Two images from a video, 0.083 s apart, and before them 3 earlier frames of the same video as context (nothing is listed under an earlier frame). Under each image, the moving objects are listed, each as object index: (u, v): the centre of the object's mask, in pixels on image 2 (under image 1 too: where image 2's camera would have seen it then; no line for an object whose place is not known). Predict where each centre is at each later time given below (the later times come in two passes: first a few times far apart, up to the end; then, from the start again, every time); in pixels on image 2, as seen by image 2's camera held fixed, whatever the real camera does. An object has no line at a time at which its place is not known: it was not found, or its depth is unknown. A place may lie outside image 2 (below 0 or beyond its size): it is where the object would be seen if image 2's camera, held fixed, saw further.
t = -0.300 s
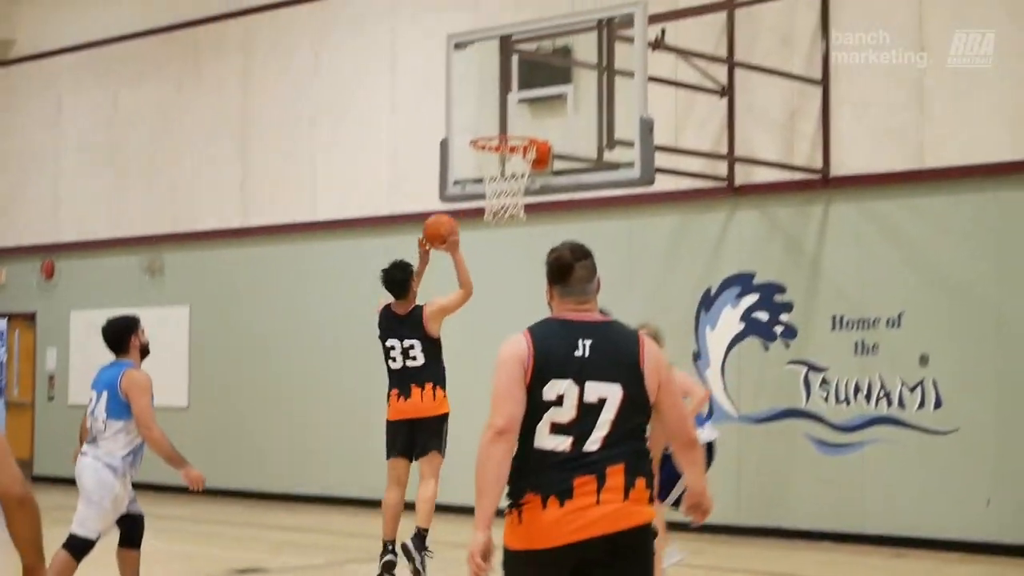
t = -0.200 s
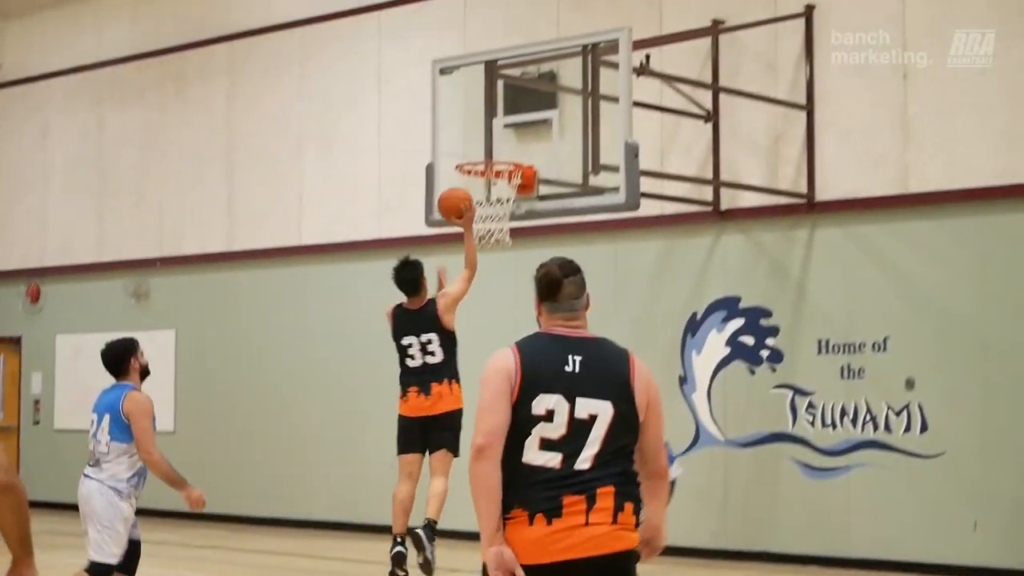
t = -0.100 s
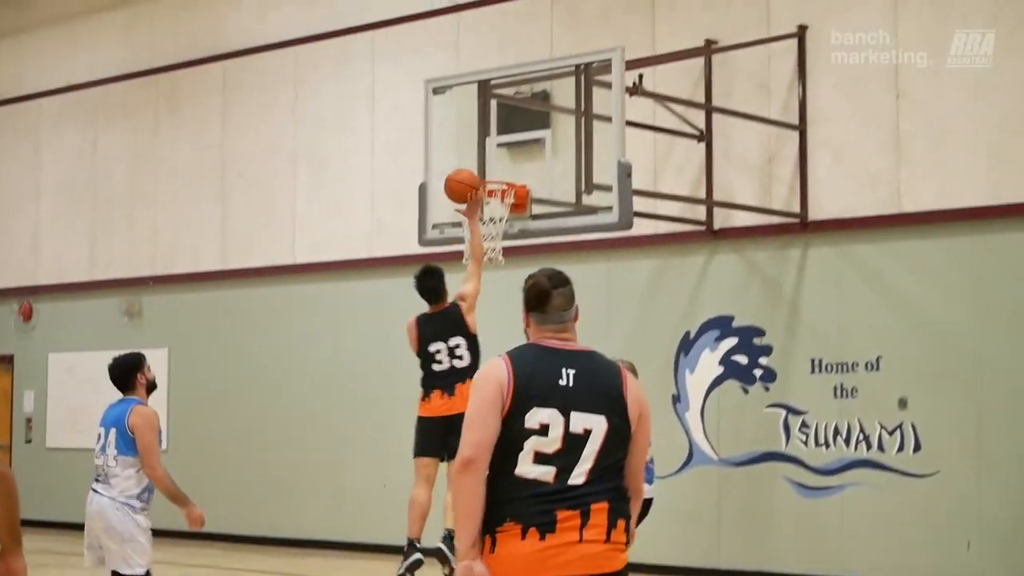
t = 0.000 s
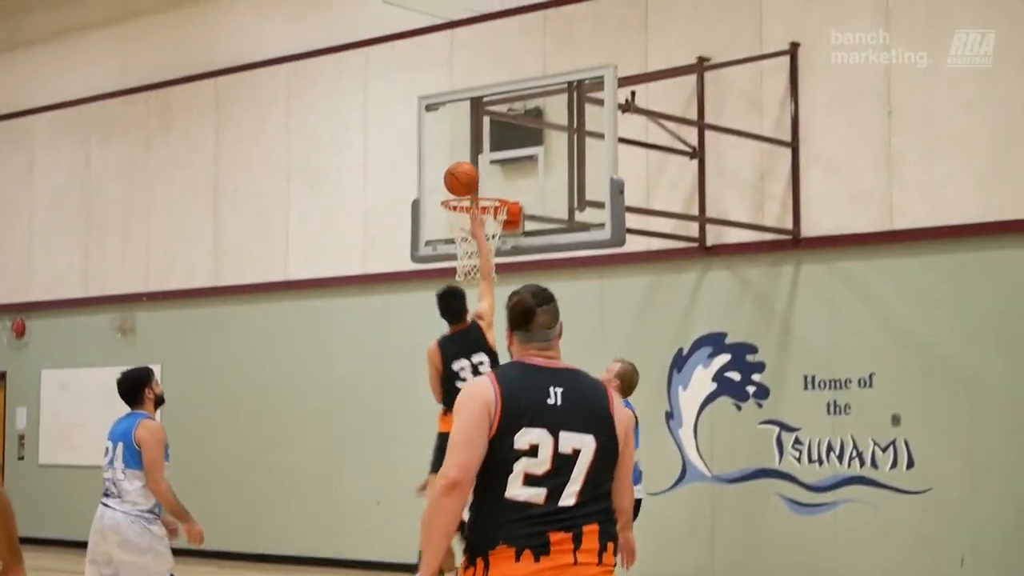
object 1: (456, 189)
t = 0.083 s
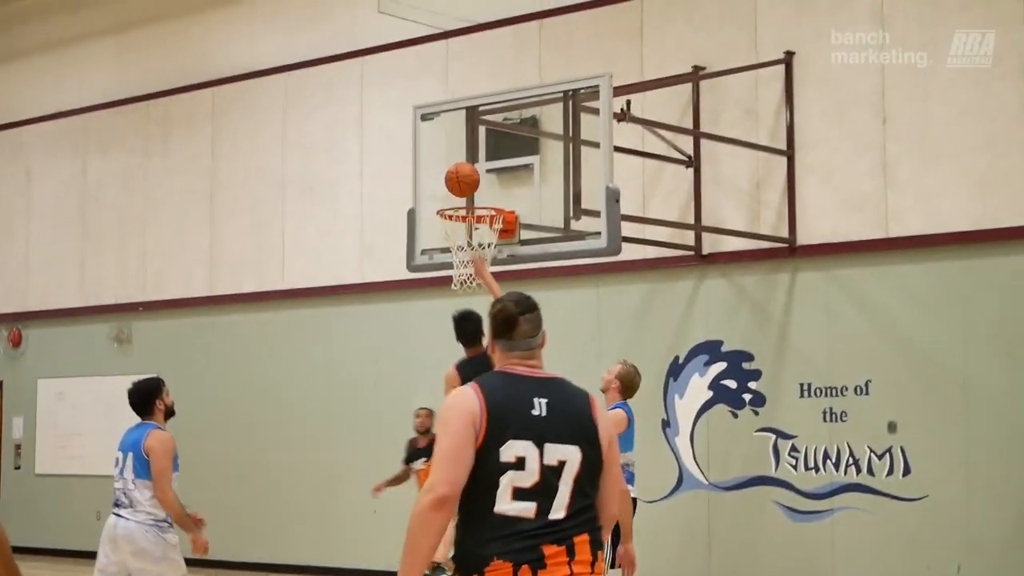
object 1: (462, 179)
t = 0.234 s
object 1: (472, 188)
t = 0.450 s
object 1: (485, 192)
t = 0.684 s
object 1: (484, 227)
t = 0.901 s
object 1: (478, 290)
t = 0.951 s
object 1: (475, 305)
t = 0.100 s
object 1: (463, 179)
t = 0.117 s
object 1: (464, 179)
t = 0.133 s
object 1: (466, 179)
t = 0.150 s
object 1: (467, 180)
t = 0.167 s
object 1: (468, 181)
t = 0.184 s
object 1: (469, 182)
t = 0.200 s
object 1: (470, 183)
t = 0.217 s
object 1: (471, 186)
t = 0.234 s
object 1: (472, 188)
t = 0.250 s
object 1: (474, 189)
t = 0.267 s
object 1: (475, 188)
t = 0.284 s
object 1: (476, 187)
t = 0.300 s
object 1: (477, 187)
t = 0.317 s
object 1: (478, 187)
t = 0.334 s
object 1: (479, 187)
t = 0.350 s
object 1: (480, 188)
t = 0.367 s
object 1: (481, 190)
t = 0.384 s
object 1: (482, 191)
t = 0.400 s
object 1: (483, 191)
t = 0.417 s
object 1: (484, 190)
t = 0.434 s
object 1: (485, 191)
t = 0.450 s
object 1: (485, 192)
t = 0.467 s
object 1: (485, 192)
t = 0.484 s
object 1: (486, 193)
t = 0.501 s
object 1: (486, 194)
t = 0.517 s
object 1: (487, 195)
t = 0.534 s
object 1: (487, 195)
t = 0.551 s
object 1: (486, 197)
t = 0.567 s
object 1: (486, 197)
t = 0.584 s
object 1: (486, 198)
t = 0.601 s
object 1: (486, 200)
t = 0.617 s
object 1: (485, 212)
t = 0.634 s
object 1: (485, 215)
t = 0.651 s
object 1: (485, 220)
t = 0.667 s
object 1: (484, 224)
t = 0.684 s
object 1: (484, 227)
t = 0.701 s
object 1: (484, 230)
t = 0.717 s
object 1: (484, 237)
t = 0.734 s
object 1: (484, 243)
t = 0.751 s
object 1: (484, 248)
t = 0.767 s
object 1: (483, 253)
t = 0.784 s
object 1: (482, 259)
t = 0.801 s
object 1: (481, 261)
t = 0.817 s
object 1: (481, 263)
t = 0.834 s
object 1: (480, 269)
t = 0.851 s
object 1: (480, 277)
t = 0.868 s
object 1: (479, 285)
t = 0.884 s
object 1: (478, 287)
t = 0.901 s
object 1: (478, 290)
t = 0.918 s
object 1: (477, 293)
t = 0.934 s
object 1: (476, 298)
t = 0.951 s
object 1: (475, 305)
